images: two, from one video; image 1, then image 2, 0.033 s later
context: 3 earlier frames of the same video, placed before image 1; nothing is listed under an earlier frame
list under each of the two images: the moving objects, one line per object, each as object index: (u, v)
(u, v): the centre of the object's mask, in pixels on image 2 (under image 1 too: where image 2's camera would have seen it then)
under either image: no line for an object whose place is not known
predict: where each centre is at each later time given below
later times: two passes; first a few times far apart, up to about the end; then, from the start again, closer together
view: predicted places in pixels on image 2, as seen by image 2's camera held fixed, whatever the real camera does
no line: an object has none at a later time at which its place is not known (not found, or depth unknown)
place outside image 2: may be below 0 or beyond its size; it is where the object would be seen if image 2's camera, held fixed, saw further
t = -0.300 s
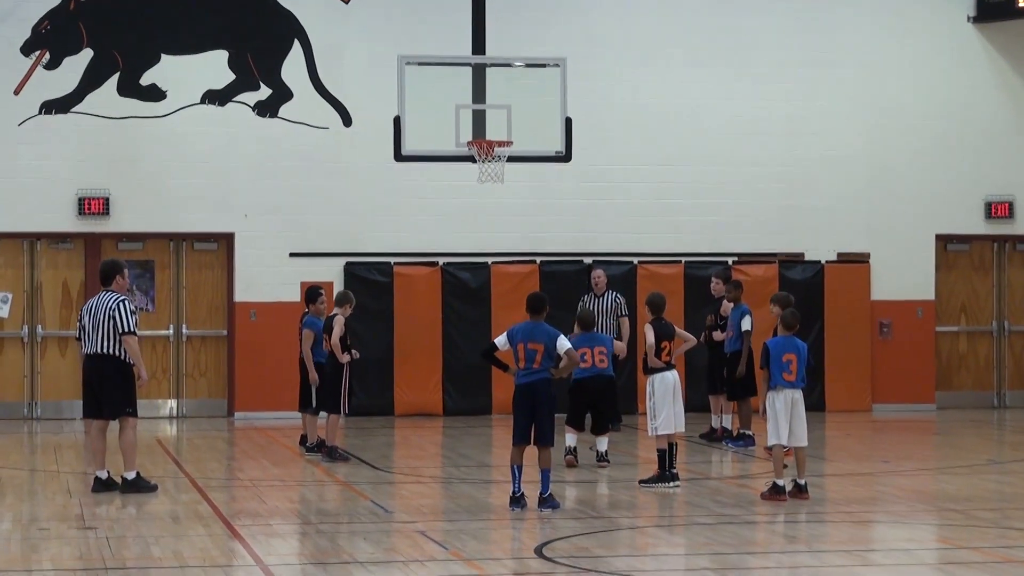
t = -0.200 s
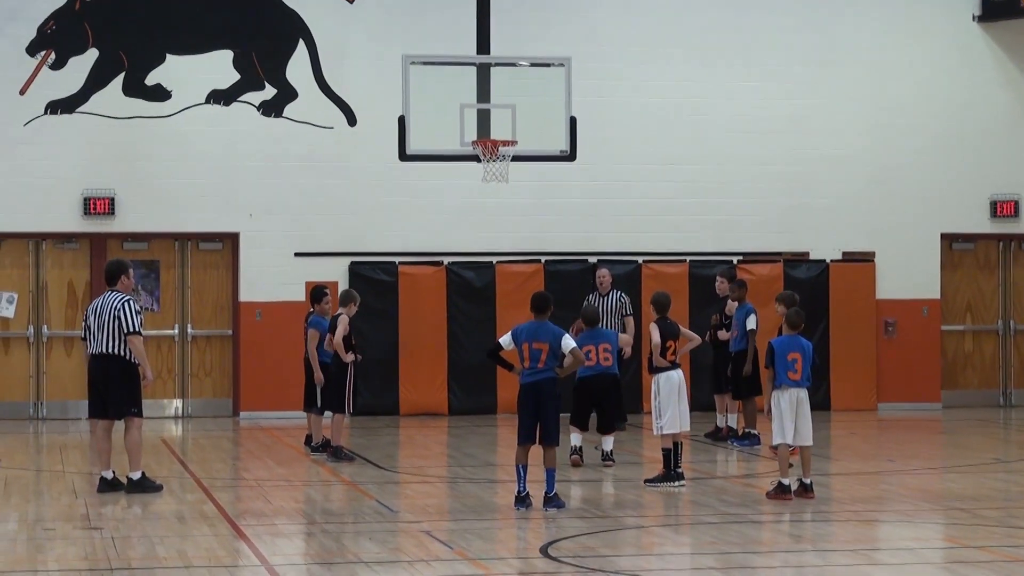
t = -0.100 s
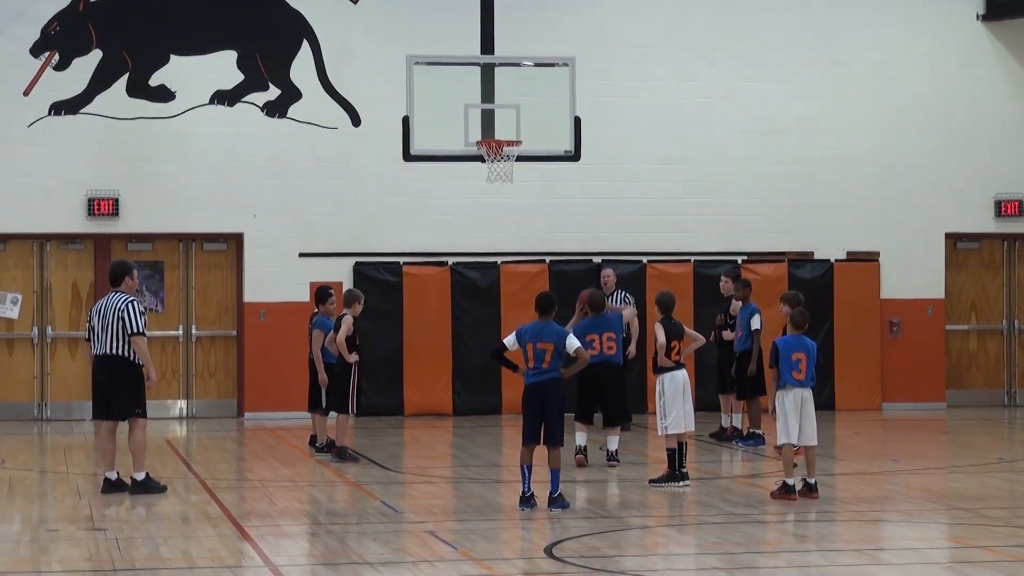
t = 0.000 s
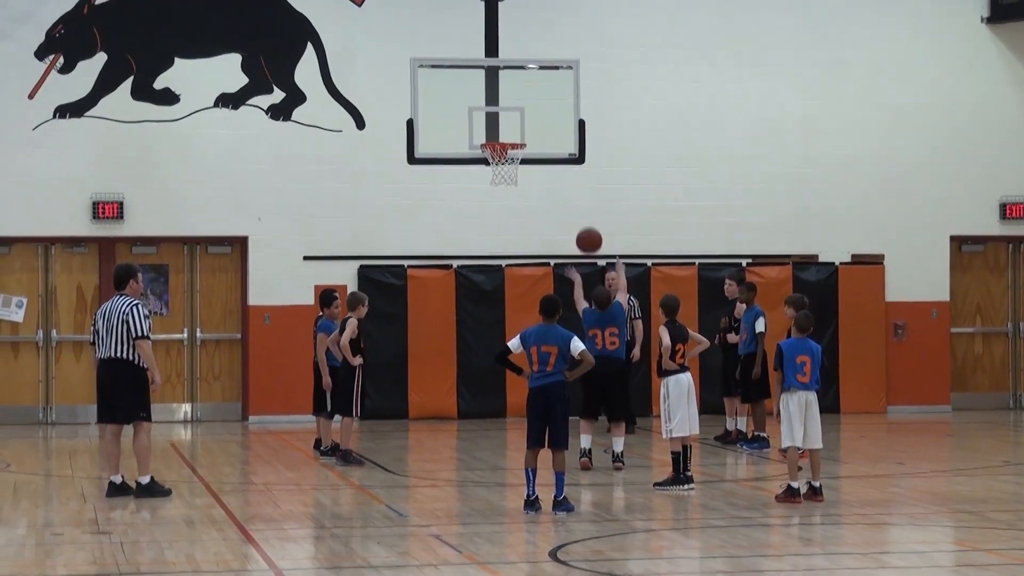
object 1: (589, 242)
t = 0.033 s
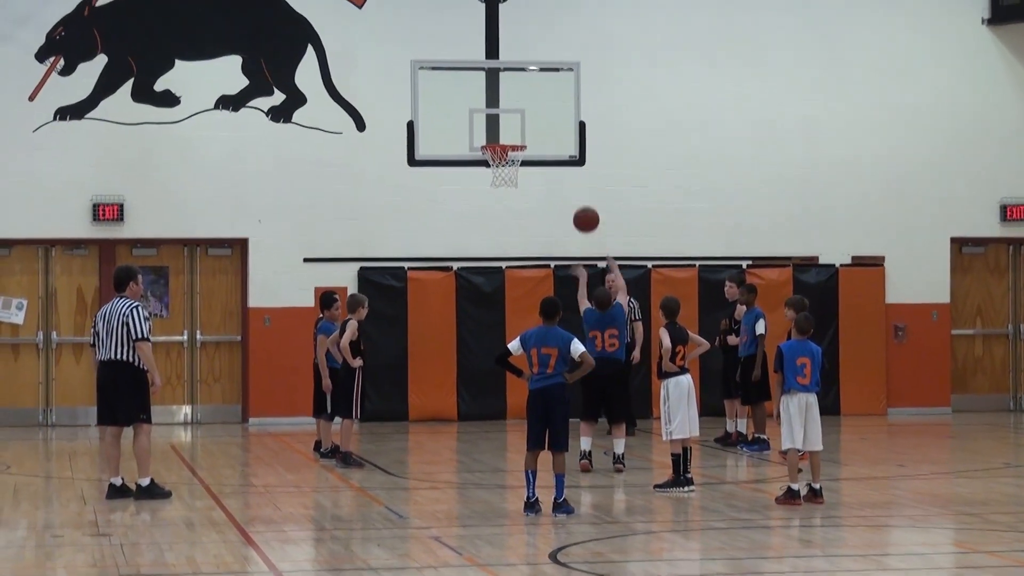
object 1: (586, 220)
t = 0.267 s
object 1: (566, 98)
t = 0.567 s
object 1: (544, 33)
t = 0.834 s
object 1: (525, 54)
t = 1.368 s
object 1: (487, 241)
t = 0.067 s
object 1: (583, 198)
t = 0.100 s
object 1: (580, 178)
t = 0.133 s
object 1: (577, 159)
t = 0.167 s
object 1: (574, 142)
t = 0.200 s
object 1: (572, 126)
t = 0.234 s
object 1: (569, 111)
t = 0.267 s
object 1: (566, 98)
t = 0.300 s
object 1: (564, 86)
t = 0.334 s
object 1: (561, 75)
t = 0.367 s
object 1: (559, 66)
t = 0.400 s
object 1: (556, 57)
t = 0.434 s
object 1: (554, 50)
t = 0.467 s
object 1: (551, 44)
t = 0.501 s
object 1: (549, 39)
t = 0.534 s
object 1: (546, 35)
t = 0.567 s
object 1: (544, 33)
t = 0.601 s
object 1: (541, 31)
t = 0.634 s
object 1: (539, 32)
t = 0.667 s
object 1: (536, 33)
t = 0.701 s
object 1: (534, 35)
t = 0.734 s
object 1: (532, 38)
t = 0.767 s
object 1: (530, 42)
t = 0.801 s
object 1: (527, 47)
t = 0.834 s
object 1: (525, 54)
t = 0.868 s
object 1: (522, 62)
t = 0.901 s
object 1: (521, 70)
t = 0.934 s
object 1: (518, 79)
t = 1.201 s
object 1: (500, 179)
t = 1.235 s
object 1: (498, 187)
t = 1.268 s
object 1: (496, 198)
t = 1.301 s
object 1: (493, 211)
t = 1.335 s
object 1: (490, 226)
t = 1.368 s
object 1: (487, 241)
